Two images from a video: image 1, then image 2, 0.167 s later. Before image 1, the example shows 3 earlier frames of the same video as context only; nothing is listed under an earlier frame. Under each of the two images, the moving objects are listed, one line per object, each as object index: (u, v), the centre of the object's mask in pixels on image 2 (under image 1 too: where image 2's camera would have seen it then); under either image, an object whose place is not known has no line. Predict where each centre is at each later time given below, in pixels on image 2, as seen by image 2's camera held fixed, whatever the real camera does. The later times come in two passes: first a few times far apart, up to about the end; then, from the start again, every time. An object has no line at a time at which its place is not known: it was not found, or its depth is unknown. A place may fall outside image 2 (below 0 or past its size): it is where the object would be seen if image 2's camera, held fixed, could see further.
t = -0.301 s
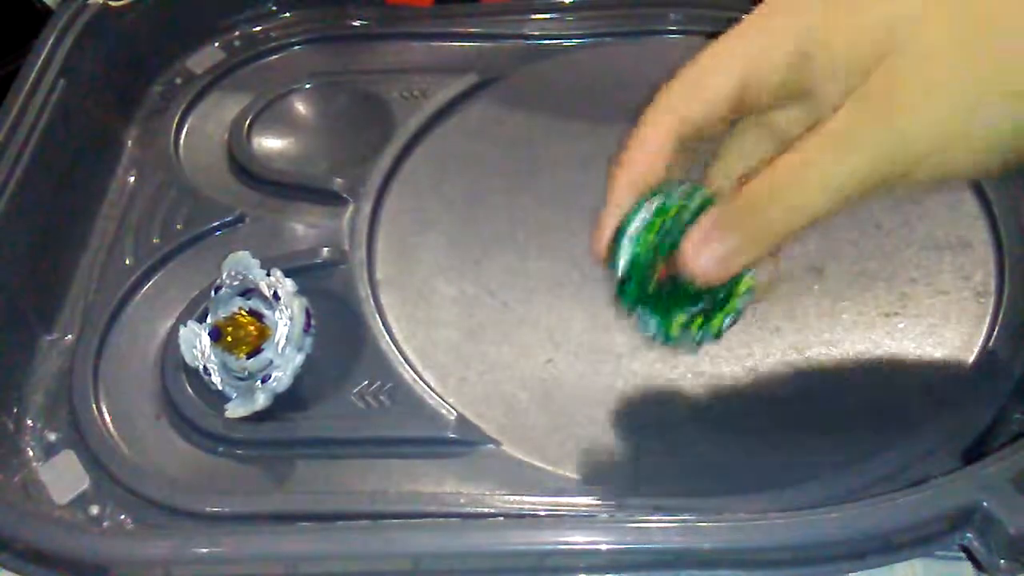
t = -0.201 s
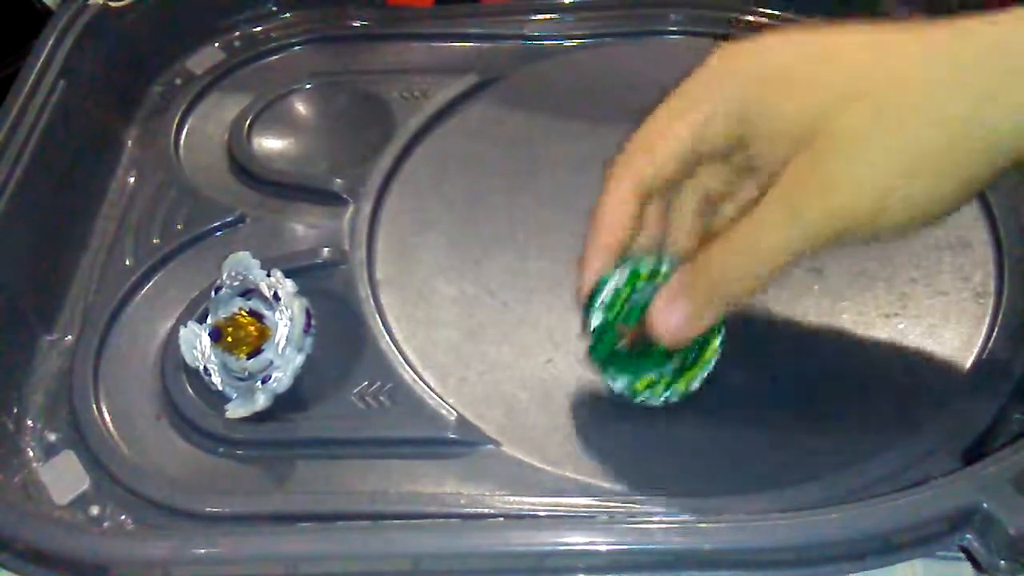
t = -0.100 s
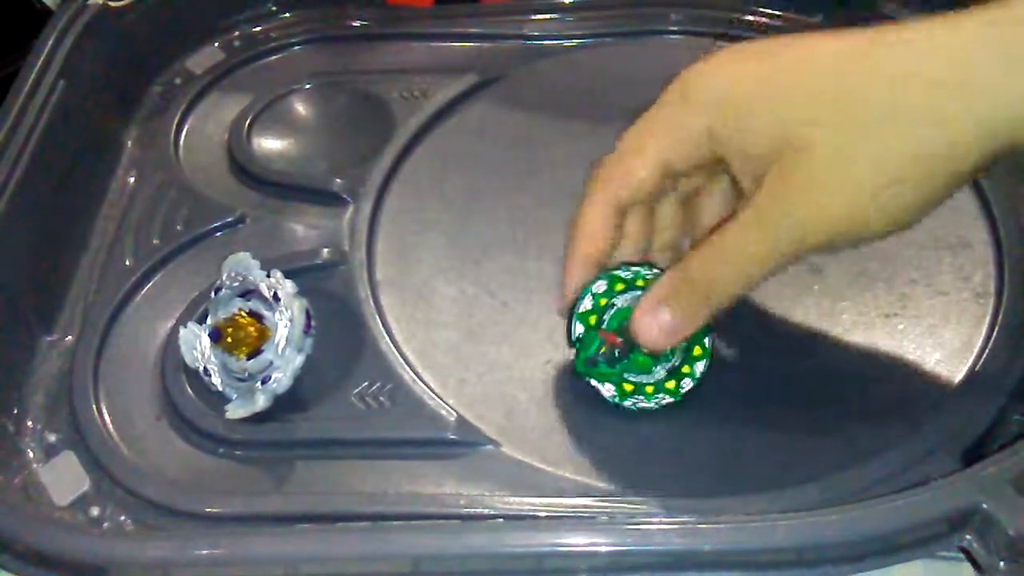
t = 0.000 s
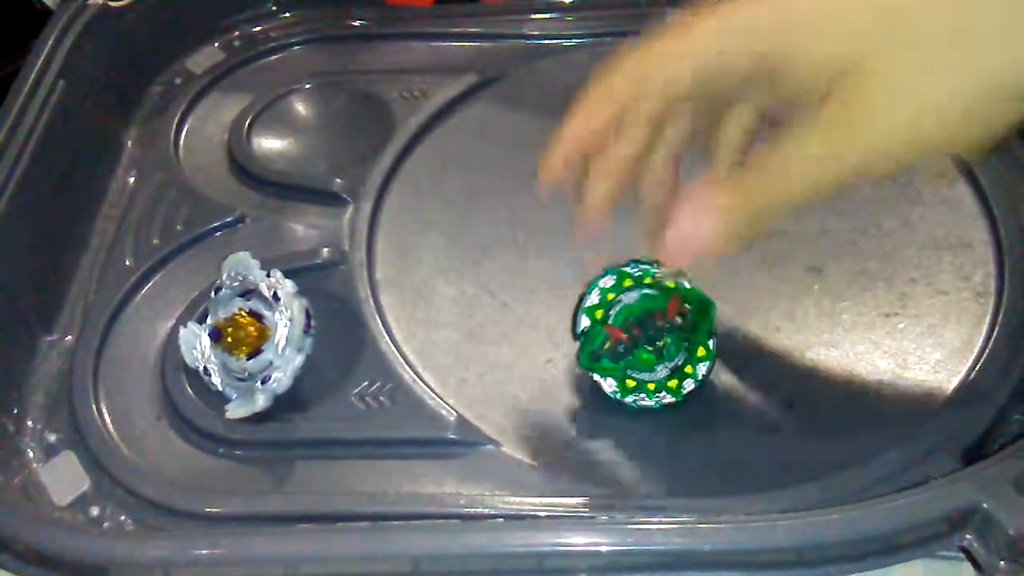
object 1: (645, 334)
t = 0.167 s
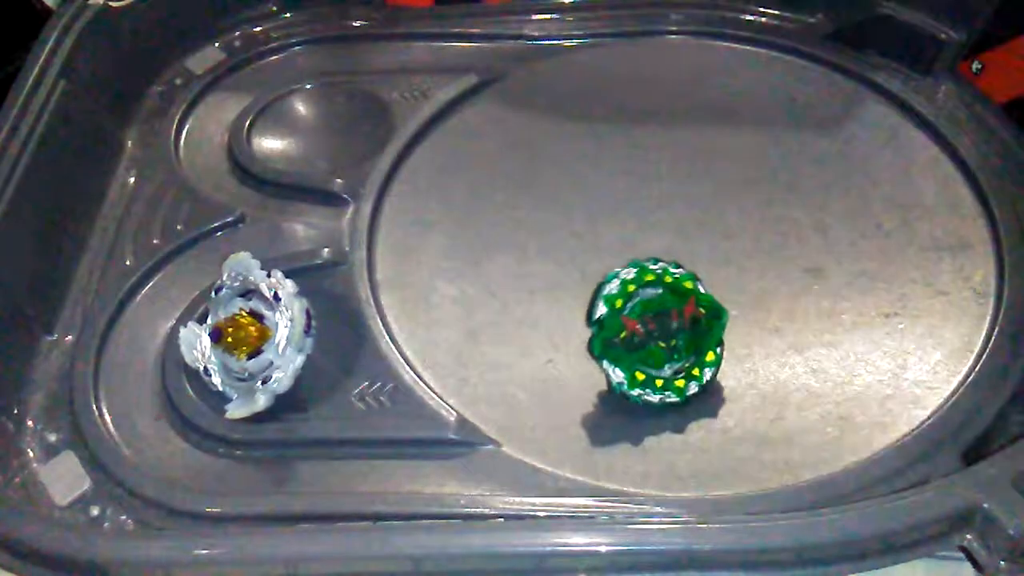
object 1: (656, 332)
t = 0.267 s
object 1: (667, 326)
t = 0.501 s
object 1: (660, 278)
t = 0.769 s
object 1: (591, 284)
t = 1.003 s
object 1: (597, 280)
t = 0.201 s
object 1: (659, 331)
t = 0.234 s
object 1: (663, 329)
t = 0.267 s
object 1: (667, 326)
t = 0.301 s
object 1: (671, 321)
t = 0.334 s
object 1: (676, 315)
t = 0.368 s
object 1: (678, 308)
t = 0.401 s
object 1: (677, 302)
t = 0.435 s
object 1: (674, 292)
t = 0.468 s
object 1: (668, 285)
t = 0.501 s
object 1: (660, 278)
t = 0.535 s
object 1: (650, 272)
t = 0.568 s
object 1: (637, 270)
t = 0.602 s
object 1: (624, 268)
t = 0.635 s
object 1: (614, 275)
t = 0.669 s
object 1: (604, 277)
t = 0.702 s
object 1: (599, 280)
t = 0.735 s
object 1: (594, 282)
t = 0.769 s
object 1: (591, 284)
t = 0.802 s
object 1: (589, 284)
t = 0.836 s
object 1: (590, 286)
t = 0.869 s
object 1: (590, 286)
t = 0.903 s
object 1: (590, 285)
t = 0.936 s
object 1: (591, 283)
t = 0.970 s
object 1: (594, 281)
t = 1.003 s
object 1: (597, 280)
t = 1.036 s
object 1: (601, 278)
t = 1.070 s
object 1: (606, 276)
